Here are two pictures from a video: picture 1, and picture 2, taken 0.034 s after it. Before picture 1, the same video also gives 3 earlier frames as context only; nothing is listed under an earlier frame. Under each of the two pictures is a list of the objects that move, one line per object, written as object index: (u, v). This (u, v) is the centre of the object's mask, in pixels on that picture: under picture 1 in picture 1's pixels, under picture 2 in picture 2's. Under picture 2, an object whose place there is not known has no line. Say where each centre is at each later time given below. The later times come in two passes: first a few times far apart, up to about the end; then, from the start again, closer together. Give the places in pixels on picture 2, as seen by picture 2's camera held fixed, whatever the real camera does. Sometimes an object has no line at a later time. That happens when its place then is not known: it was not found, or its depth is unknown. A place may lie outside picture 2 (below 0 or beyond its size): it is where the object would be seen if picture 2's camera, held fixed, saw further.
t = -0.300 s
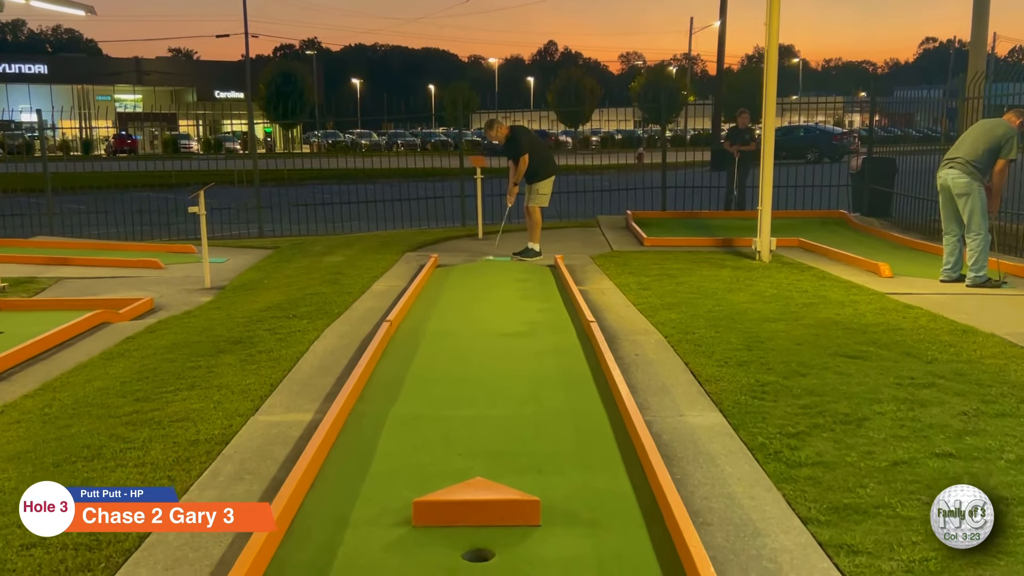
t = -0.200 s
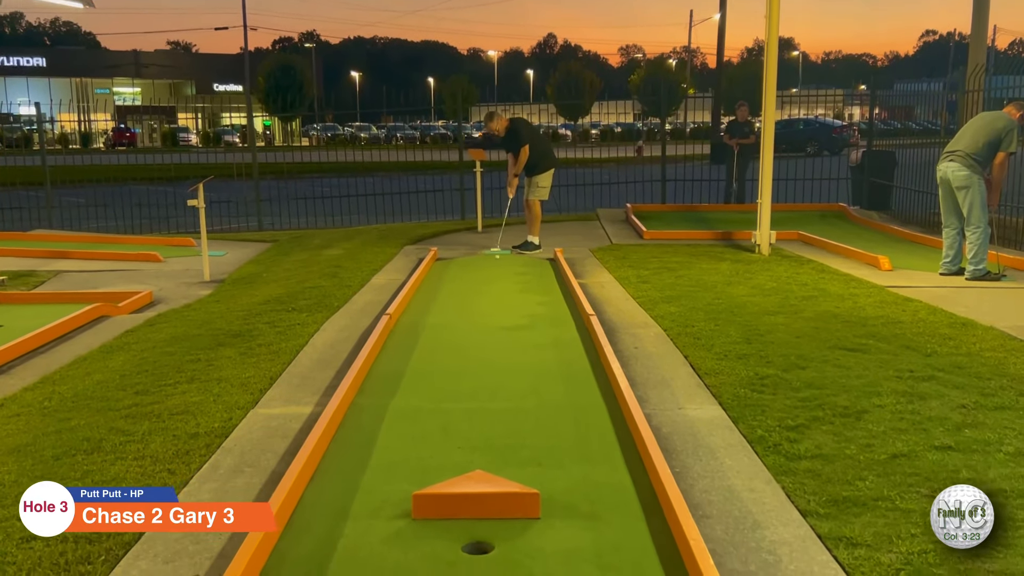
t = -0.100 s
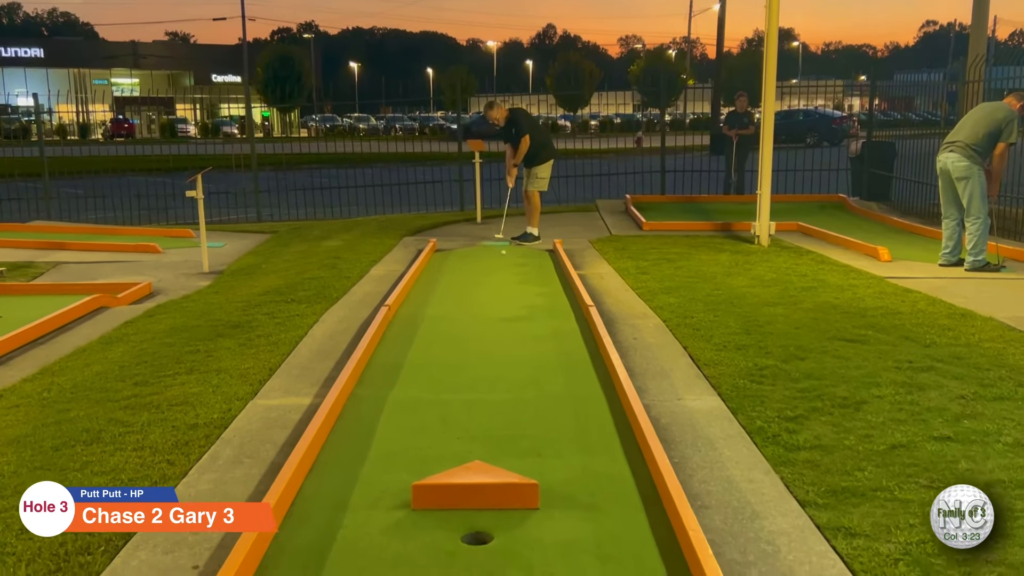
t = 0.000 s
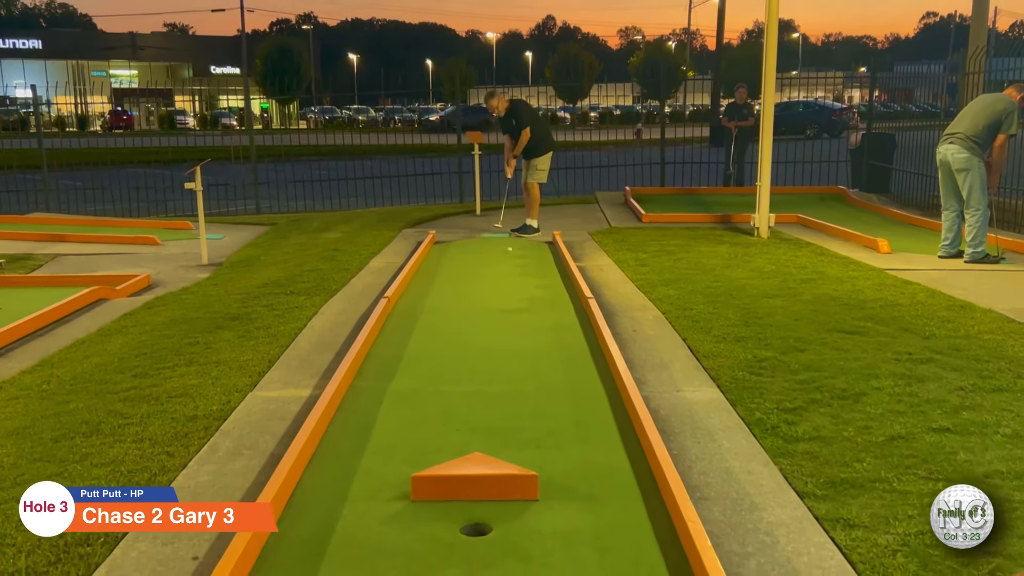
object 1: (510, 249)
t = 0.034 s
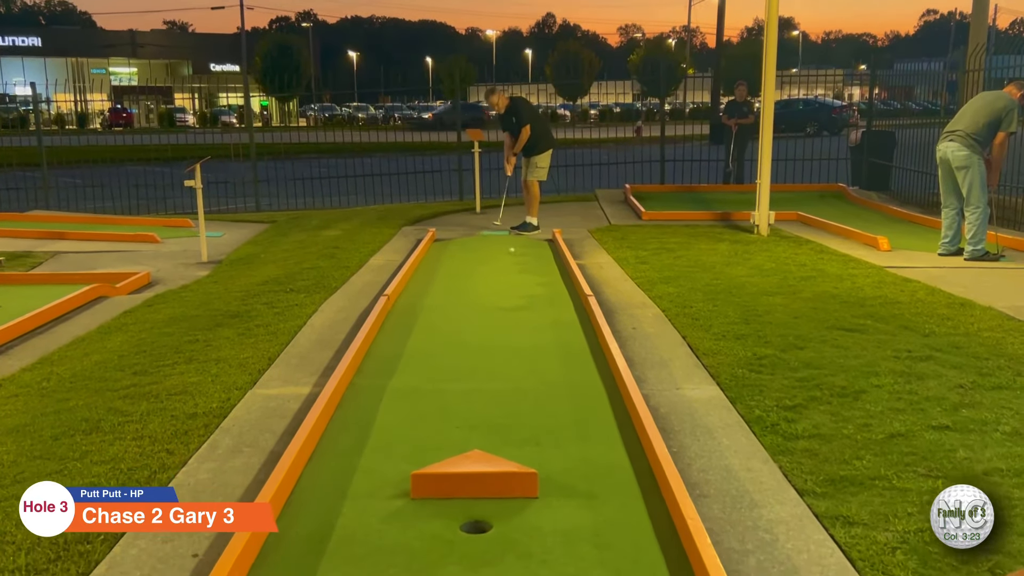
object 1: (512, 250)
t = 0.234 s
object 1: (526, 260)
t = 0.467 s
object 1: (543, 275)
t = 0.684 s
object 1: (562, 288)
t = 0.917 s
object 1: (578, 306)
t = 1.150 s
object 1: (578, 330)
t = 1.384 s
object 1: (577, 359)
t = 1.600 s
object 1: (575, 390)
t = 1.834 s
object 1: (572, 435)
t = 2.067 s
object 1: (567, 492)
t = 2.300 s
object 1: (561, 567)
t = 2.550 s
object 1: (550, 637)
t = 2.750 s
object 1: (530, 586)
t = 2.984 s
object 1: (514, 554)
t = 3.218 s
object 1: (499, 526)
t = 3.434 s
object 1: (483, 505)
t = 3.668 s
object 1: (465, 500)
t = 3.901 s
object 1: (448, 505)
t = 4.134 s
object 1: (434, 509)
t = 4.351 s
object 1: (423, 513)
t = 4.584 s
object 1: (414, 516)
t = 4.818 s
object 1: (409, 518)
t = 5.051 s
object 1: (407, 518)
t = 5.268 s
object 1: (407, 518)
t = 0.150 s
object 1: (520, 256)
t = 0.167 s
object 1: (521, 257)
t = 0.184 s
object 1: (522, 257)
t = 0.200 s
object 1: (523, 258)
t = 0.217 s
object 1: (524, 259)
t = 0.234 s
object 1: (526, 260)
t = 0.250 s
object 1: (527, 262)
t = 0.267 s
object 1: (528, 263)
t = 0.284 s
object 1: (529, 264)
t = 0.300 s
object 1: (530, 264)
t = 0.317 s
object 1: (531, 264)
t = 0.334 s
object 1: (533, 265)
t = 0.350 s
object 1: (534, 266)
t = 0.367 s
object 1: (535, 268)
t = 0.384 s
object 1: (536, 270)
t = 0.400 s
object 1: (537, 270)
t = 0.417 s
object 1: (539, 271)
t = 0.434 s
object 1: (540, 272)
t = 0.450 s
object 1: (542, 273)
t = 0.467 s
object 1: (543, 275)
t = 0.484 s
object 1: (544, 275)
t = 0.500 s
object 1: (545, 277)
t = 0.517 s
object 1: (547, 278)
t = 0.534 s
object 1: (548, 279)
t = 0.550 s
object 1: (549, 280)
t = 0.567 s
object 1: (551, 281)
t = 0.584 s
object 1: (552, 282)
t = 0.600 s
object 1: (554, 283)
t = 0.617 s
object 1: (555, 284)
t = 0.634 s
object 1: (557, 285)
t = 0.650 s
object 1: (558, 286)
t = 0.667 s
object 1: (560, 288)
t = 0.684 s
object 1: (562, 288)
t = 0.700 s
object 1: (564, 289)
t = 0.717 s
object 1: (565, 290)
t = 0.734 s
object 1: (567, 292)
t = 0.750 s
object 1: (568, 293)
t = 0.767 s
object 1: (570, 294)
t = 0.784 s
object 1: (571, 295)
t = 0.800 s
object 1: (573, 297)
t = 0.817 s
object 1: (575, 298)
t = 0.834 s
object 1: (576, 299)
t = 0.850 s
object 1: (578, 301)
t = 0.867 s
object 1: (579, 302)
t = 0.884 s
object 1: (578, 303)
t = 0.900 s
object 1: (578, 304)
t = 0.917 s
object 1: (578, 306)
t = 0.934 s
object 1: (578, 308)
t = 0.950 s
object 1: (578, 309)
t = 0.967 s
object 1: (578, 311)
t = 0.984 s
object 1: (578, 313)
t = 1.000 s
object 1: (578, 314)
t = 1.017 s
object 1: (578, 316)
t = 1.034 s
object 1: (578, 318)
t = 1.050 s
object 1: (578, 319)
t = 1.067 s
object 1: (578, 321)
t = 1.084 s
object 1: (578, 323)
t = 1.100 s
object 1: (578, 325)
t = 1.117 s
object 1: (578, 327)
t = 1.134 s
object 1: (578, 328)
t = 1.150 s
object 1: (578, 330)
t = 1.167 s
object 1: (578, 332)
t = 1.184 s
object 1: (577, 334)
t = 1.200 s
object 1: (577, 336)
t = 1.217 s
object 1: (577, 337)
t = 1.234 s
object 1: (577, 340)
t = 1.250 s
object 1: (577, 342)
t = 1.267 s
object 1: (577, 344)
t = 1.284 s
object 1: (577, 346)
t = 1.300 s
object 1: (577, 348)
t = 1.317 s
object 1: (577, 350)
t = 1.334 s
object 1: (577, 352)
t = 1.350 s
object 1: (577, 354)
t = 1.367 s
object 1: (577, 357)
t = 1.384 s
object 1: (577, 359)
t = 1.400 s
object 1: (576, 361)
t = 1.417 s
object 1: (576, 363)
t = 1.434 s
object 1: (576, 365)
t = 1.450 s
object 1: (576, 368)
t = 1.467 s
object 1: (576, 370)
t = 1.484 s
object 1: (576, 372)
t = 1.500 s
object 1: (576, 375)
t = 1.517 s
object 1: (575, 377)
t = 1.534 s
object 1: (575, 380)
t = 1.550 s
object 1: (575, 382)
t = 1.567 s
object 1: (575, 385)
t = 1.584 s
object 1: (575, 388)
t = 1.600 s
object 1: (575, 390)
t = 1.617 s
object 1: (575, 393)
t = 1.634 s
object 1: (574, 396)
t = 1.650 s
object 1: (574, 399)
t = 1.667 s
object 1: (574, 402)
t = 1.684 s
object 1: (574, 405)
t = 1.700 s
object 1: (574, 408)
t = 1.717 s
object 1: (573, 411)
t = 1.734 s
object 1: (573, 415)
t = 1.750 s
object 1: (573, 418)
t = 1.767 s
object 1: (573, 421)
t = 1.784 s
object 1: (573, 425)
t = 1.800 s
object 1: (572, 428)
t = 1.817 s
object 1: (572, 431)
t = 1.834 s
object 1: (572, 435)
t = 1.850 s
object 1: (572, 439)
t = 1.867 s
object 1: (571, 443)
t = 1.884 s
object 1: (571, 446)
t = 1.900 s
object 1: (570, 450)
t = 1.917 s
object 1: (570, 454)
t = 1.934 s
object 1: (569, 458)
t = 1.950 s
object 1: (569, 461)
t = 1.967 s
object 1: (568, 465)
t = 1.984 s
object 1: (568, 469)
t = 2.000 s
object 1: (568, 474)
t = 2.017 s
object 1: (568, 478)
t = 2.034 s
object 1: (567, 482)
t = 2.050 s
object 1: (567, 487)
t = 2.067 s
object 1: (567, 492)
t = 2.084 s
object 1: (566, 497)
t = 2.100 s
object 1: (566, 502)
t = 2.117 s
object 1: (566, 507)
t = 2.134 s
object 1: (565, 512)
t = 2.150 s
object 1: (565, 517)
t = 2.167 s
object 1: (564, 522)
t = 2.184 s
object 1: (564, 527)
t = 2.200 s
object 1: (563, 532)
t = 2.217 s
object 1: (563, 538)
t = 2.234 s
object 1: (563, 544)
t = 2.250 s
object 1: (562, 549)
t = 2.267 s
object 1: (562, 555)
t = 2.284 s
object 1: (561, 561)
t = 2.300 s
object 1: (561, 567)
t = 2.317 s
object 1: (560, 574)
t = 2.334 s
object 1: (560, 581)
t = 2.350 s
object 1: (559, 587)
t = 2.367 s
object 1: (559, 594)
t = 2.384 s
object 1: (558, 601)
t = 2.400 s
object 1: (558, 608)
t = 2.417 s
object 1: (557, 615)
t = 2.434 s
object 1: (557, 623)
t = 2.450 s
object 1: (556, 631)
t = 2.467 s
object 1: (556, 635)
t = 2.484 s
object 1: (556, 639)
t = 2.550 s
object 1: (550, 637)
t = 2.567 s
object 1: (548, 633)
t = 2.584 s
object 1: (546, 627)
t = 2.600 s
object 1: (544, 621)
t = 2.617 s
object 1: (543, 615)
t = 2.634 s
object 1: (541, 611)
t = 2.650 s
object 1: (539, 608)
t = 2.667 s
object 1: (537, 606)
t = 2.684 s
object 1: (535, 605)
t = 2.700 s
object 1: (534, 601)
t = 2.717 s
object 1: (533, 595)
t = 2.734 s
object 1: (531, 589)
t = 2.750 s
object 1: (530, 586)
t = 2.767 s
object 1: (529, 583)
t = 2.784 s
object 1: (528, 581)
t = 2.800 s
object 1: (527, 580)
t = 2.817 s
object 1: (525, 577)
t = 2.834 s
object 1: (524, 573)
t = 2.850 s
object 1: (523, 571)
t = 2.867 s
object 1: (522, 569)
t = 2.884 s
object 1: (521, 567)
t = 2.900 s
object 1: (520, 565)
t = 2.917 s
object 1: (518, 562)
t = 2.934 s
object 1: (517, 561)
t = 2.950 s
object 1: (516, 558)
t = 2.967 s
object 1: (515, 556)
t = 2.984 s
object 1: (514, 554)
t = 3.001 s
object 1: (513, 552)
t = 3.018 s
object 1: (512, 550)
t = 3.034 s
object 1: (510, 548)
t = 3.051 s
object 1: (509, 545)
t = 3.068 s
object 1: (508, 543)
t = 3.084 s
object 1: (507, 541)
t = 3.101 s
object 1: (506, 539)
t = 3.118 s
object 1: (505, 537)
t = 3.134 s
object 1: (504, 535)
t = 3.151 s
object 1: (503, 533)
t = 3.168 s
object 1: (502, 531)
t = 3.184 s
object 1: (501, 529)
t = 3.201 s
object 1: (500, 528)
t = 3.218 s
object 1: (499, 526)
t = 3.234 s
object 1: (498, 524)
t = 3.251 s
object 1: (497, 522)
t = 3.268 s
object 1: (496, 521)
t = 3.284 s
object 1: (494, 519)
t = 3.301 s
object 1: (493, 517)
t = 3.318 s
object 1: (492, 516)
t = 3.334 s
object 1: (491, 514)
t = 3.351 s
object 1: (489, 512)
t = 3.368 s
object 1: (488, 511)
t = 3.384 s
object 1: (487, 509)
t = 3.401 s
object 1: (485, 508)
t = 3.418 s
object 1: (484, 506)
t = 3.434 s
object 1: (483, 505)
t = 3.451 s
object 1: (481, 504)
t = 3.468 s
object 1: (480, 502)
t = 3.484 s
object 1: (479, 501)
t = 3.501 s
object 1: (478, 499)
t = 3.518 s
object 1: (476, 498)
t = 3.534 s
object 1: (475, 497)
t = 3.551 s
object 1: (474, 496)
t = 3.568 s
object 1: (473, 497)
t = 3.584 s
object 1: (472, 498)
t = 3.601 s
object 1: (470, 499)
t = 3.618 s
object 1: (469, 499)
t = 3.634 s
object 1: (468, 500)
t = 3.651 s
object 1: (467, 500)
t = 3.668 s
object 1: (465, 500)
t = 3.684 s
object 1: (464, 501)
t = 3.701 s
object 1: (463, 501)
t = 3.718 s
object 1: (461, 501)
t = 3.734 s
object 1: (460, 501)
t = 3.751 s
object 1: (459, 502)
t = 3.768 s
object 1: (458, 502)
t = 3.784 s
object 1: (457, 502)
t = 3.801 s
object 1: (455, 503)
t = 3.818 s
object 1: (454, 503)
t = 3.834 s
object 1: (453, 504)
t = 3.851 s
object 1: (452, 504)
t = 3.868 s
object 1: (451, 504)
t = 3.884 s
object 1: (450, 505)
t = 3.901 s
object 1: (448, 505)
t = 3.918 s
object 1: (447, 505)
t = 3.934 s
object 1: (446, 506)
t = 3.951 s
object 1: (445, 506)
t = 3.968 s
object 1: (444, 506)
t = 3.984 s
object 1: (443, 507)
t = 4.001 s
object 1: (442, 507)
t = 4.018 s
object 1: (441, 507)
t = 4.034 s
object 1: (440, 508)
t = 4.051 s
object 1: (439, 508)
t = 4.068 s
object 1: (437, 508)
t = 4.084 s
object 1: (436, 509)
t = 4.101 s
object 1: (435, 509)
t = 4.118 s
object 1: (434, 509)
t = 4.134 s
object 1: (434, 509)
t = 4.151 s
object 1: (433, 510)
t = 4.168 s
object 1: (432, 510)
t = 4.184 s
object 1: (431, 510)
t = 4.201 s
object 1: (430, 511)
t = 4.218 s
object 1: (429, 511)
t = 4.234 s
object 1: (428, 511)
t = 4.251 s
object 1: (427, 511)
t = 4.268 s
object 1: (426, 512)
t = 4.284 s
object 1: (426, 512)
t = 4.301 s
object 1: (425, 512)
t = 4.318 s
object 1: (424, 512)
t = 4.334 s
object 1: (423, 513)
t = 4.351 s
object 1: (423, 513)
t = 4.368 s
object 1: (422, 513)
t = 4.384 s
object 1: (421, 513)
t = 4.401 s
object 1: (420, 514)
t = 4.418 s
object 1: (420, 514)
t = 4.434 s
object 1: (419, 514)
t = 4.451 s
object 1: (418, 514)
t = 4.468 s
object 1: (417, 515)
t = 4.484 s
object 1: (417, 515)
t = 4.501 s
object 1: (416, 515)
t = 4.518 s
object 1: (416, 515)
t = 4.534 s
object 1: (415, 515)
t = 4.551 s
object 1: (414, 516)
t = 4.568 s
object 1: (414, 516)
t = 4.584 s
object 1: (414, 516)
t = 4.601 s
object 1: (413, 516)
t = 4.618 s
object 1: (412, 516)
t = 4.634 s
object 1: (412, 517)
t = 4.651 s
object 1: (411, 517)
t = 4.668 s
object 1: (411, 517)
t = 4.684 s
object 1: (411, 517)
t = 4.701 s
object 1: (410, 517)
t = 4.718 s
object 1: (410, 517)
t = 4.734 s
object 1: (410, 518)
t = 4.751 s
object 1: (410, 518)
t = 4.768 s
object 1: (409, 518)
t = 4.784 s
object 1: (409, 518)
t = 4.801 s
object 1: (409, 518)
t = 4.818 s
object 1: (409, 518)
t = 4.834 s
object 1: (408, 518)
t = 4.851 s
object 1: (408, 518)
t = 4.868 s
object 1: (408, 518)
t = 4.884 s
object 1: (408, 519)
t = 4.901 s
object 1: (407, 518)
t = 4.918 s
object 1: (407, 518)
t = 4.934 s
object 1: (407, 518)
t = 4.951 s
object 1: (407, 518)
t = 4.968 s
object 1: (407, 518)
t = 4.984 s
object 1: (407, 518)
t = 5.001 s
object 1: (407, 518)
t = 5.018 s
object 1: (407, 518)
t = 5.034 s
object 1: (407, 518)
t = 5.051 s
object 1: (407, 518)
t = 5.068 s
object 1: (407, 518)
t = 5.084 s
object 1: (408, 518)
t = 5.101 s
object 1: (407, 518)
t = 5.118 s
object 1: (407, 518)
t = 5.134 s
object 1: (407, 518)
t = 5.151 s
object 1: (407, 518)
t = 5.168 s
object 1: (407, 518)
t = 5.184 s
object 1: (407, 518)
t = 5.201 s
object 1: (407, 518)
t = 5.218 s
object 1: (407, 518)
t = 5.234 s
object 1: (407, 518)
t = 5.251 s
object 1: (407, 518)
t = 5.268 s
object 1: (407, 518)
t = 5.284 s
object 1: (407, 518)
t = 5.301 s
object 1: (407, 518)
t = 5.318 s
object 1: (407, 518)
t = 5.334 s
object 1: (407, 518)
